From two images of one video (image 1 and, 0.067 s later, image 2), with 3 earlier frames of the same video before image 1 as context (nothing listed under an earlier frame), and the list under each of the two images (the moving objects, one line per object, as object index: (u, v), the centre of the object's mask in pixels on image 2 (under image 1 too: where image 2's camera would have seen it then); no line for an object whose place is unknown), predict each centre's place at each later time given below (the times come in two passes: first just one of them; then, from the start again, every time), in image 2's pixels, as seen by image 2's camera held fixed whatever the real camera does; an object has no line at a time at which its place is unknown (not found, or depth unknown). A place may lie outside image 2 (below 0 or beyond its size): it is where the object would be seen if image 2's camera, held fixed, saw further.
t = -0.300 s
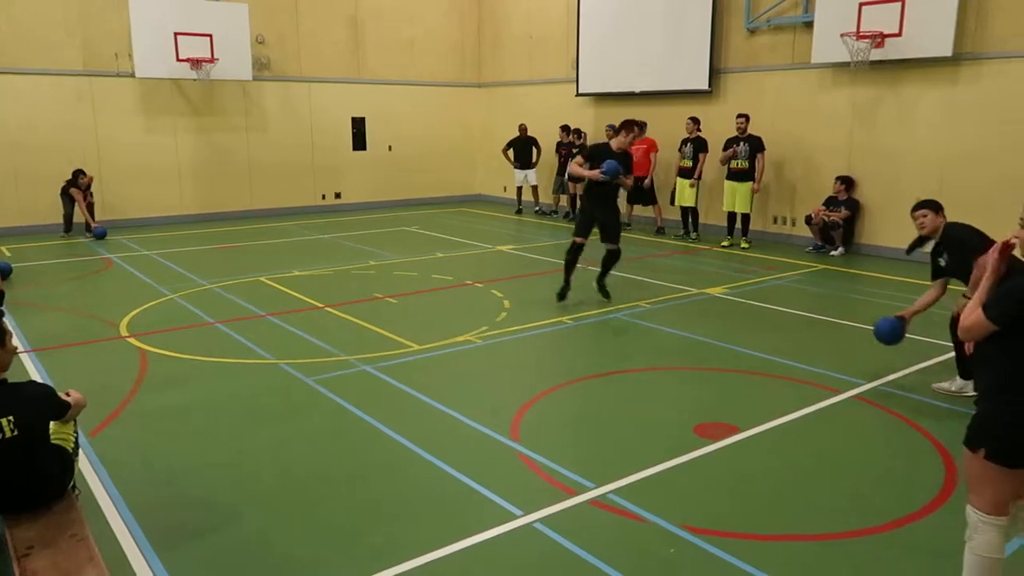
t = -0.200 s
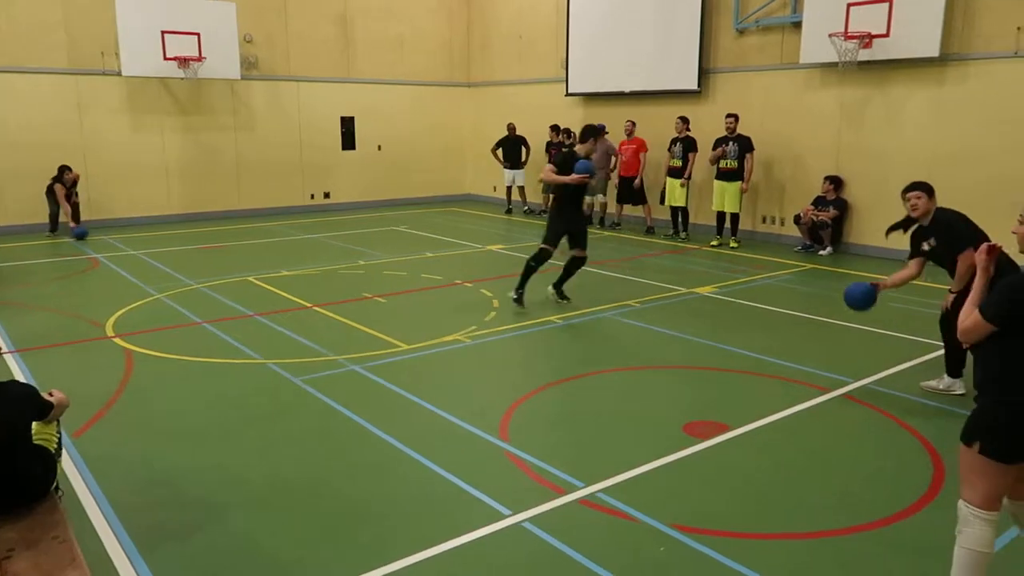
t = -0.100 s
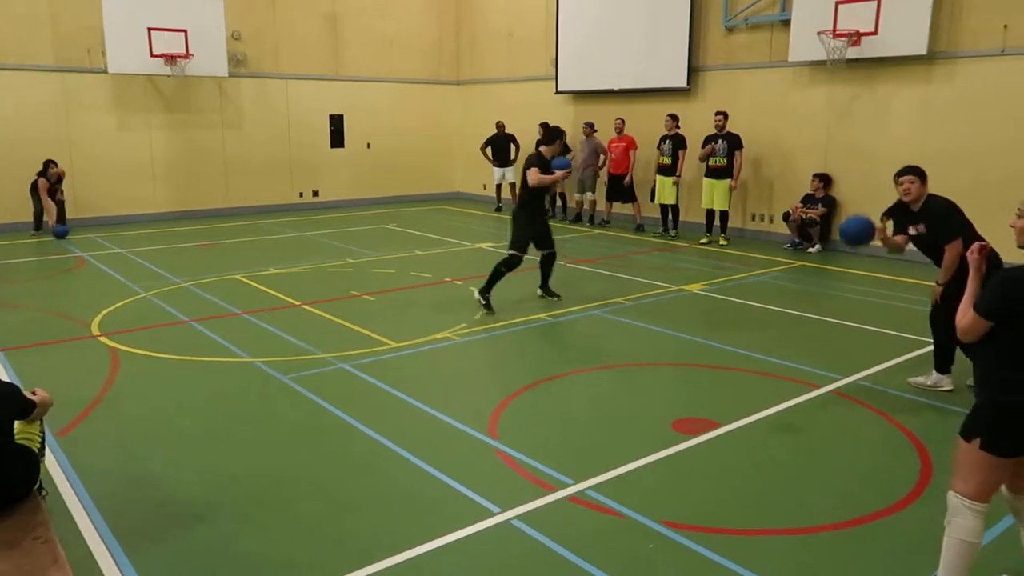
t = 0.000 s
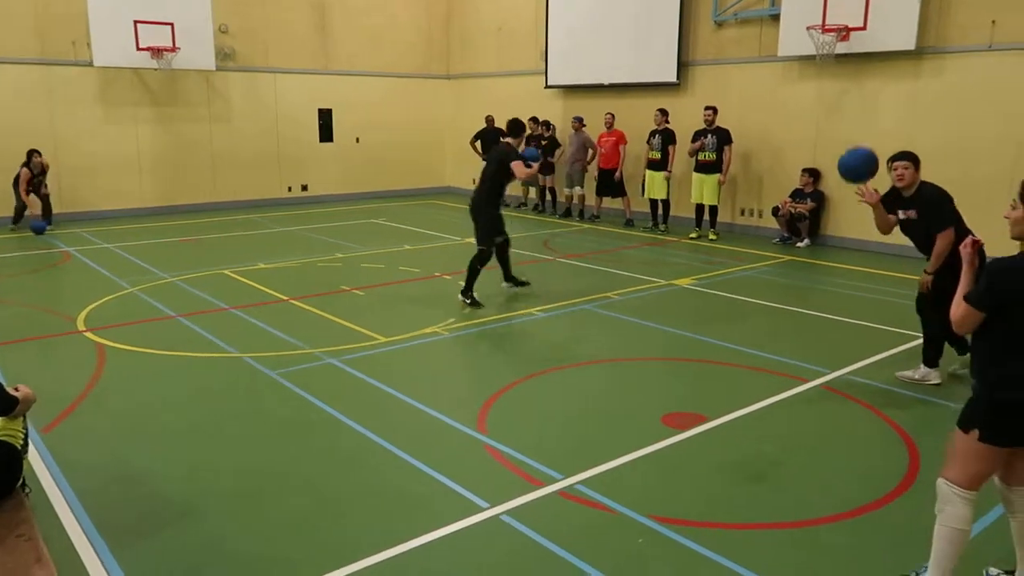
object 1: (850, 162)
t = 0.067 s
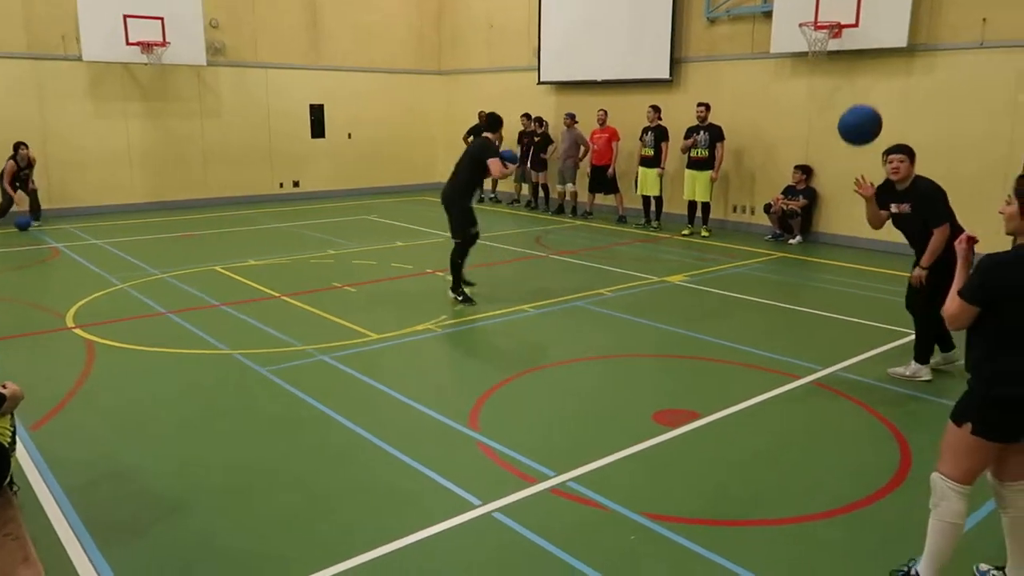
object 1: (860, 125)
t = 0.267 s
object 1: (893, 42)
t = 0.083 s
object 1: (862, 116)
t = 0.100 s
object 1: (865, 108)
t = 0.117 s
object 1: (867, 100)
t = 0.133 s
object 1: (870, 92)
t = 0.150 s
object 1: (873, 85)
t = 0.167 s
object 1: (876, 78)
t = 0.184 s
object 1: (878, 71)
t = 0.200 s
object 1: (881, 64)
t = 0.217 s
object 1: (884, 58)
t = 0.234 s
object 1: (887, 53)
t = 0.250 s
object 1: (889, 48)
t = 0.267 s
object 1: (893, 42)
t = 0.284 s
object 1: (895, 38)
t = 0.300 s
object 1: (899, 34)
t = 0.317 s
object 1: (902, 31)
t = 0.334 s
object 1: (905, 29)
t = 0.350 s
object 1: (908, 27)
